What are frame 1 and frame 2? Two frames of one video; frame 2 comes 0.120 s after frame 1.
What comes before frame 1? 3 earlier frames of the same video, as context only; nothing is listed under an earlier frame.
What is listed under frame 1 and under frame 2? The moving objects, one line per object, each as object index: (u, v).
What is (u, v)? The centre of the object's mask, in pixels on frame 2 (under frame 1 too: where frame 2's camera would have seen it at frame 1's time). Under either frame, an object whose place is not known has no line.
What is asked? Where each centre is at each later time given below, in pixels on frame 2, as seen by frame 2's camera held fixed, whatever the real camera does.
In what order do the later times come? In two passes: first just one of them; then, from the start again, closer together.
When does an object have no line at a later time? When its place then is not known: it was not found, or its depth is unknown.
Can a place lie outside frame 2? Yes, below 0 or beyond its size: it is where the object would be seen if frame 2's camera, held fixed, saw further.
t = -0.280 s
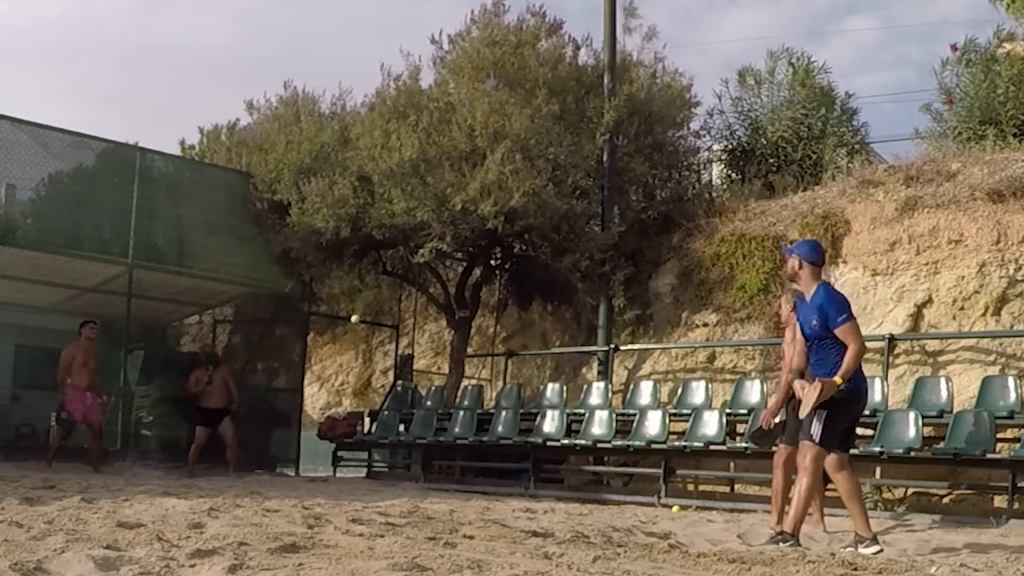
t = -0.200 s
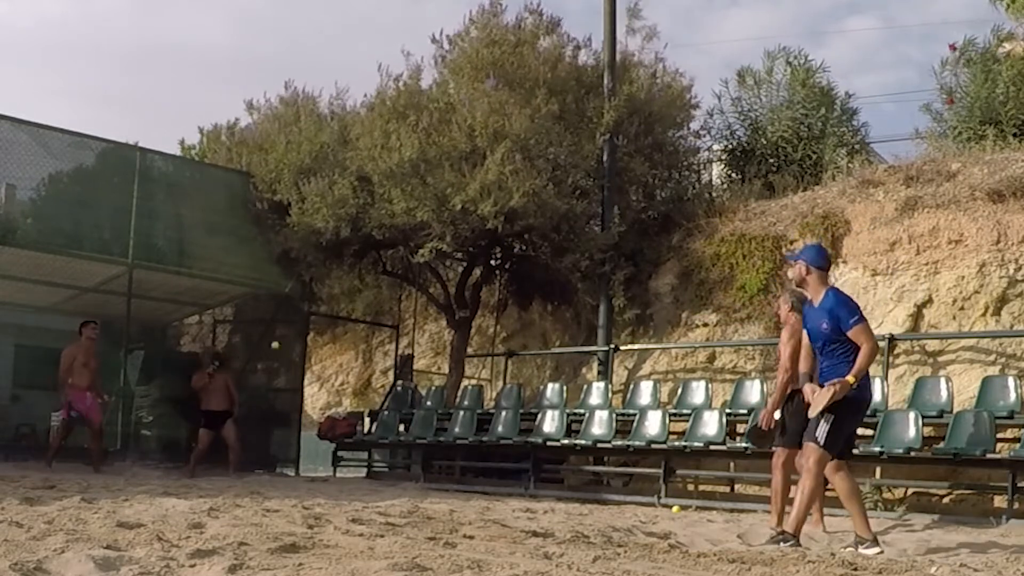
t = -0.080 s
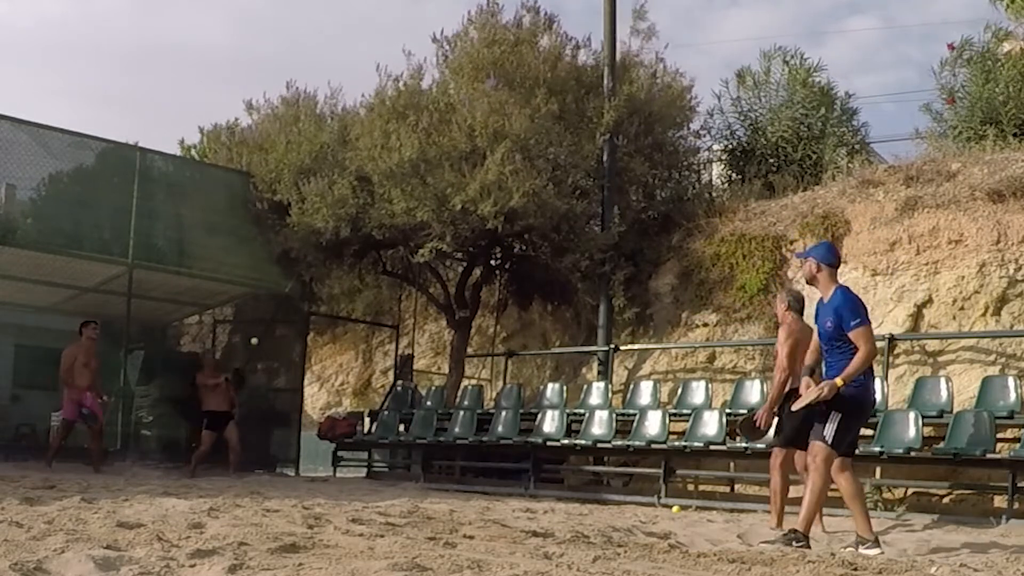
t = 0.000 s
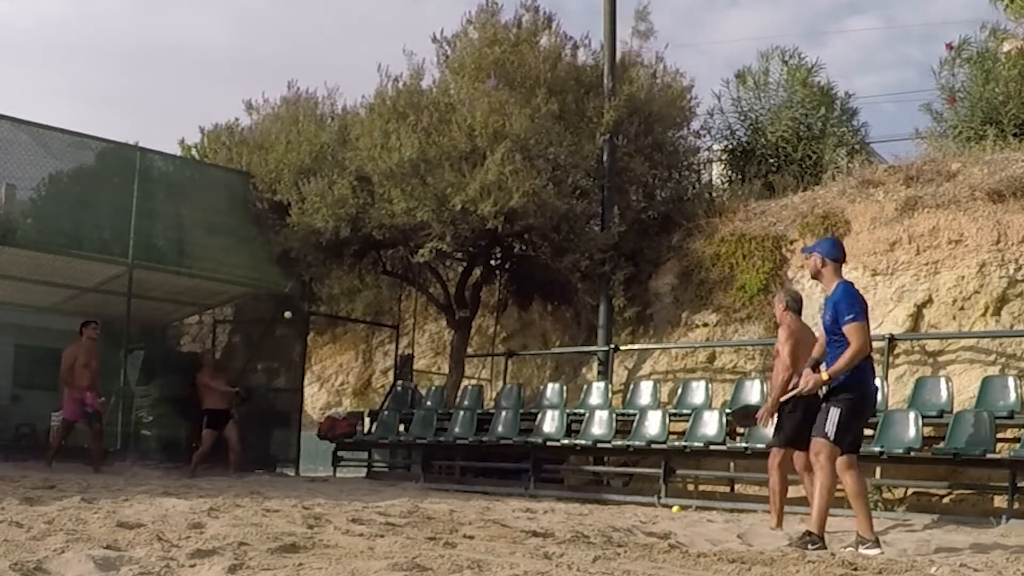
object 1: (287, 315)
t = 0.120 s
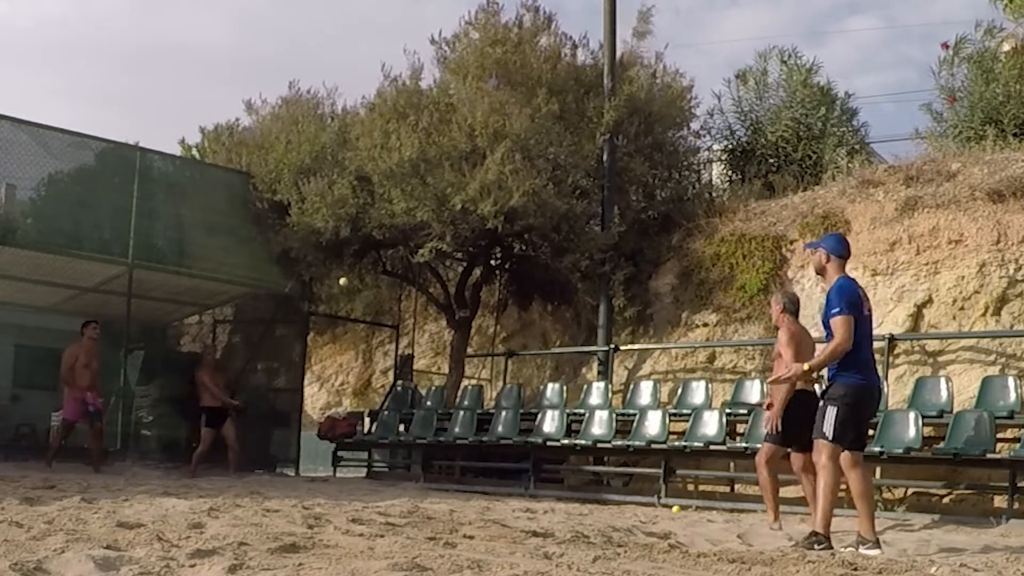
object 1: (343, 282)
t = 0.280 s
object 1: (430, 252)
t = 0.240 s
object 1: (406, 258)
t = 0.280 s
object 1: (430, 252)
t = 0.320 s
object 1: (454, 248)
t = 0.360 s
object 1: (480, 245)
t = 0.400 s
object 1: (507, 245)
